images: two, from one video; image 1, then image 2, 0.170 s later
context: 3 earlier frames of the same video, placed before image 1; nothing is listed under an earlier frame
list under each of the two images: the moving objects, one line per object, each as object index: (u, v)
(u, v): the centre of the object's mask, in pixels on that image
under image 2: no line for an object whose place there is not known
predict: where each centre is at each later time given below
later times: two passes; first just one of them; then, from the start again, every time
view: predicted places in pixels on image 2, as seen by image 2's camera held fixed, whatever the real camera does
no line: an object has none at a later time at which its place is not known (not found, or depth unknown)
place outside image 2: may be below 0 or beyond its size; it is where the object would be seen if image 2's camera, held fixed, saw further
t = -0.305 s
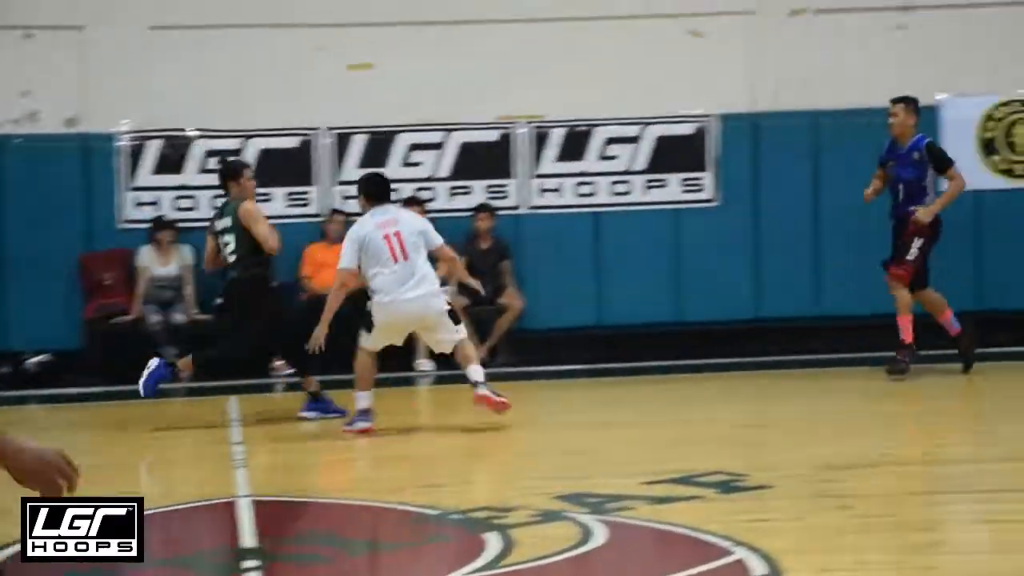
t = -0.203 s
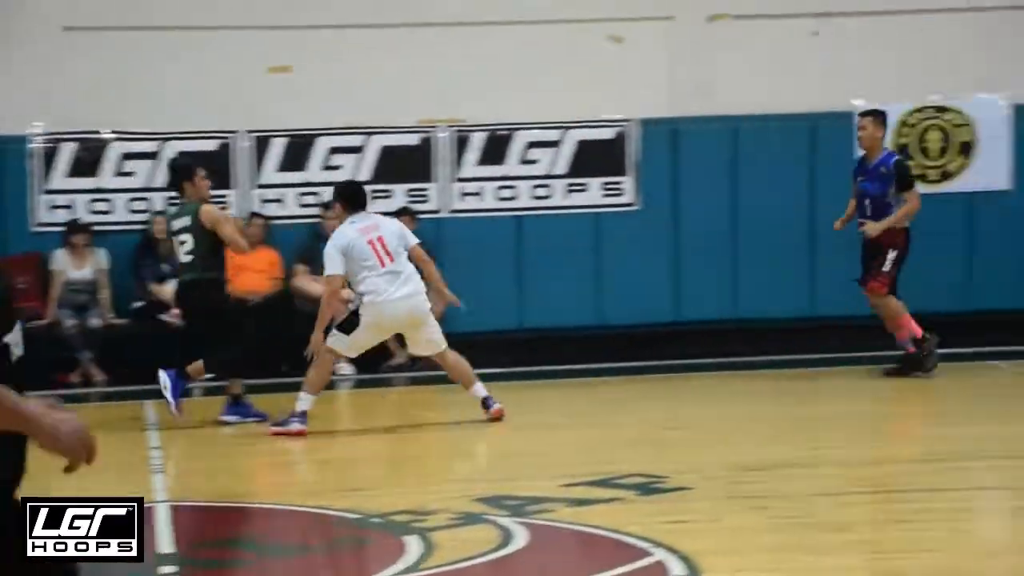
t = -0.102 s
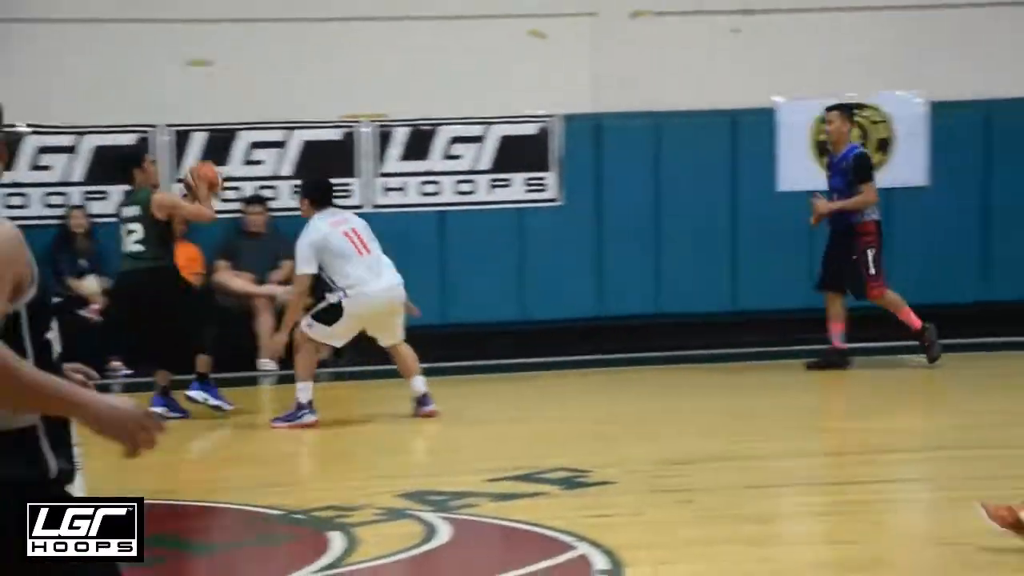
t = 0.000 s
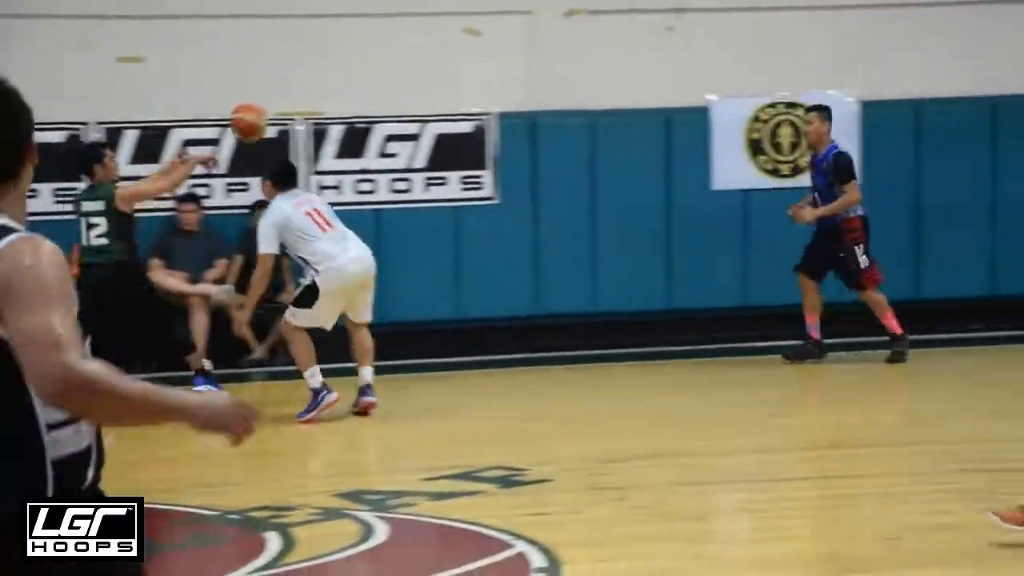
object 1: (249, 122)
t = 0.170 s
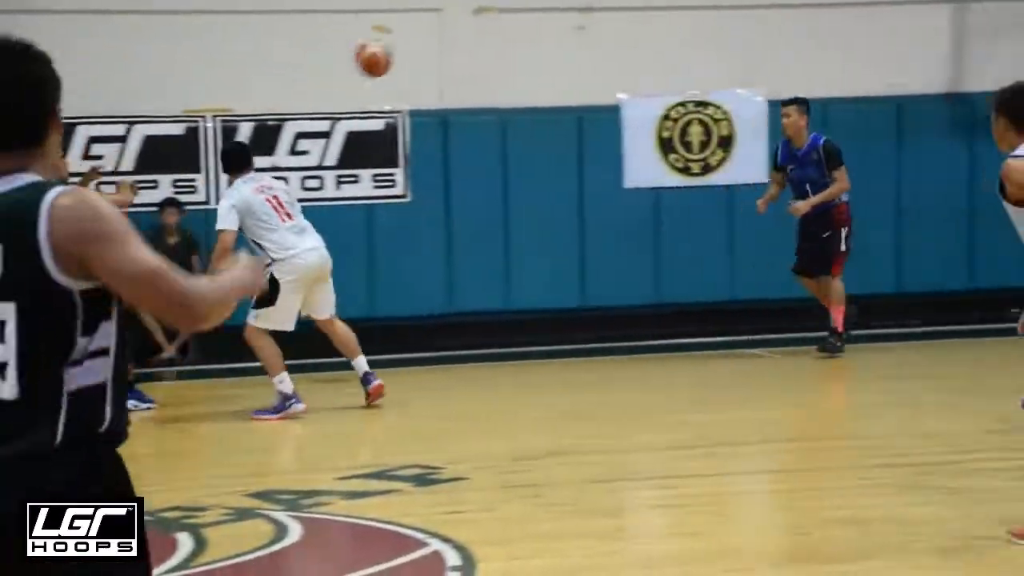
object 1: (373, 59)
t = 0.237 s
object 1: (455, 46)
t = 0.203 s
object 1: (415, 51)
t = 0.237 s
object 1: (455, 46)
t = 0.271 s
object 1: (494, 44)
